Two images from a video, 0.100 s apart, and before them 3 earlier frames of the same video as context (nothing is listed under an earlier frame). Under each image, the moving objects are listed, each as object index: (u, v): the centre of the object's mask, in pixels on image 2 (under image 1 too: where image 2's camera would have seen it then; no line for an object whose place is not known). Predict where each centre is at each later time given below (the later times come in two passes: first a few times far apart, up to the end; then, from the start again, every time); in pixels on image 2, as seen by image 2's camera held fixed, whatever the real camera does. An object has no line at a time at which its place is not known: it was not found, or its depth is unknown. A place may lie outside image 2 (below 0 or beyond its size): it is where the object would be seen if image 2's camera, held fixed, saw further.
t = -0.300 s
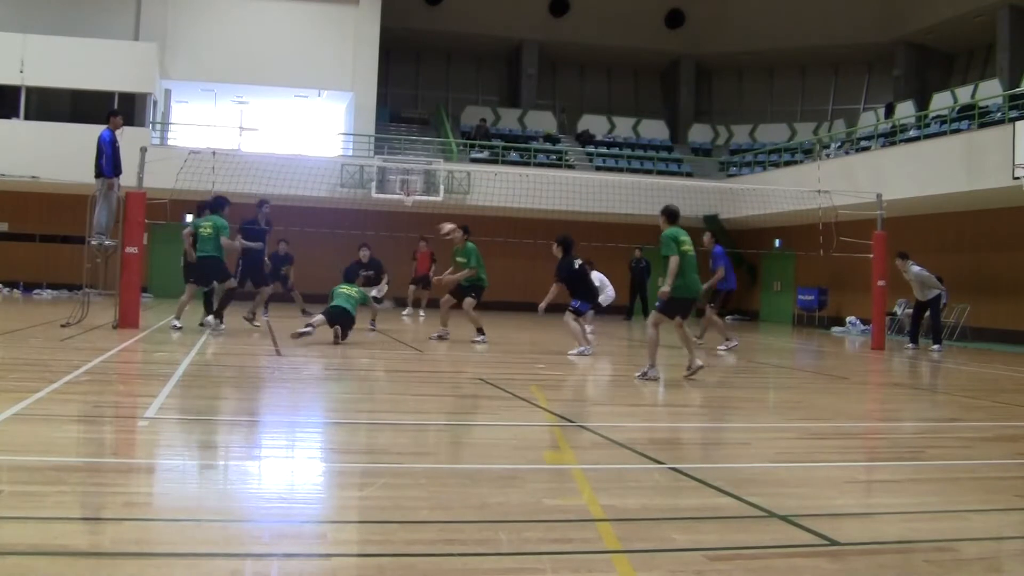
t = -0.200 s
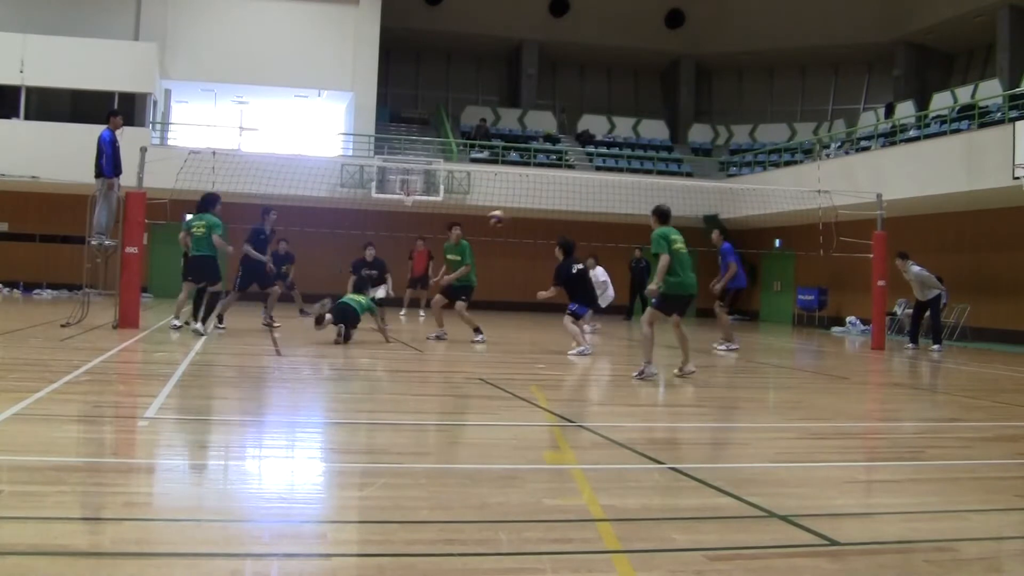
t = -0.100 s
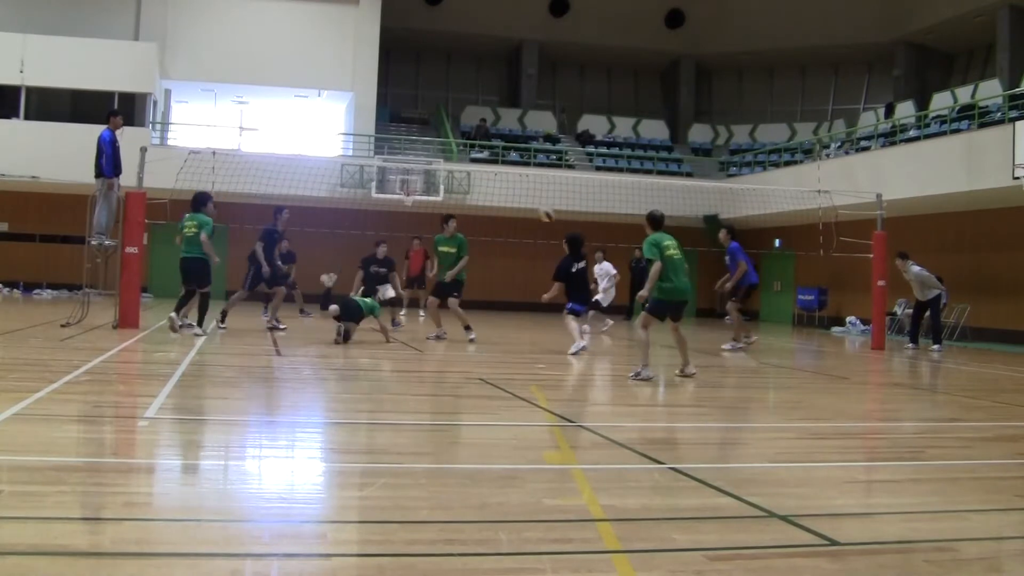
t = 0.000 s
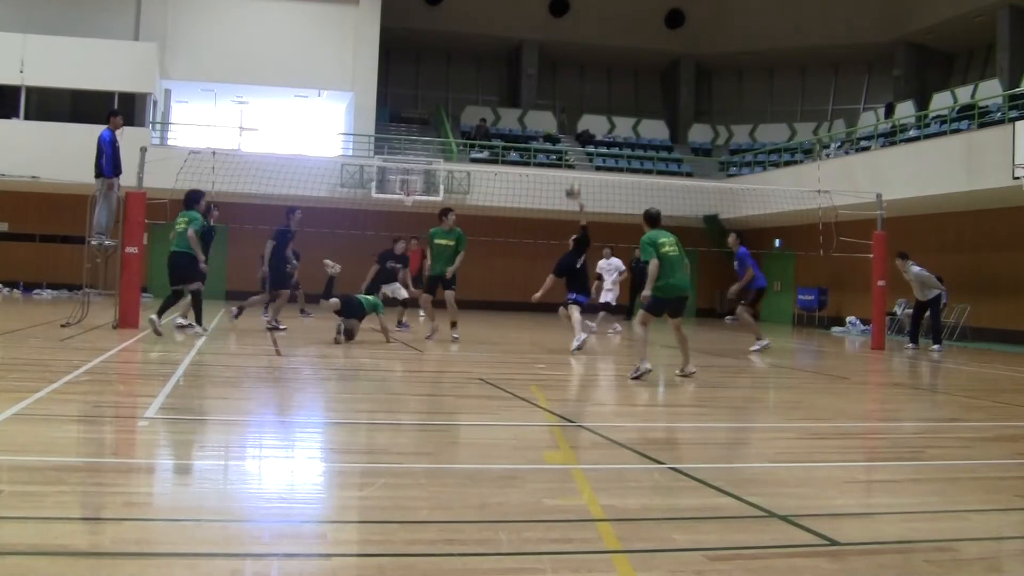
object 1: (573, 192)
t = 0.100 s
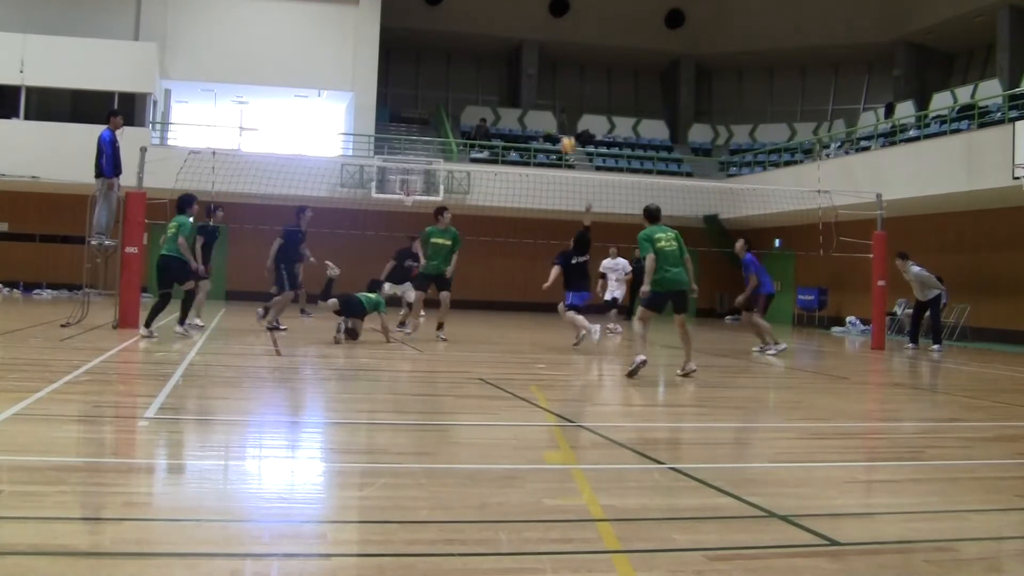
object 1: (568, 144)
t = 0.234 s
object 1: (561, 94)
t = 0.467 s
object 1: (547, 43)
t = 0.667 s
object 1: (534, 28)
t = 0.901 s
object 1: (517, 50)
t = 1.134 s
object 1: (498, 111)
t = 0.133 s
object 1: (566, 131)
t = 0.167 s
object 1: (564, 119)
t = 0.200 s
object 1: (562, 107)
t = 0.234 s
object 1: (561, 94)
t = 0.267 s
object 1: (559, 86)
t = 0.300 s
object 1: (557, 76)
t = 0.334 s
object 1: (555, 68)
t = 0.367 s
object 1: (553, 60)
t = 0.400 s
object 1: (551, 53)
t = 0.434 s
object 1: (549, 47)
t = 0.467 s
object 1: (547, 43)
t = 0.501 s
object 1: (545, 38)
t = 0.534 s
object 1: (543, 35)
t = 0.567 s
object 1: (541, 32)
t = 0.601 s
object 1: (539, 30)
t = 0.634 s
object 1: (537, 29)
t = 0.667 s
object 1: (534, 28)
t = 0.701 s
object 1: (531, 29)
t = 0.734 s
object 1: (530, 31)
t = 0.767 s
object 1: (527, 33)
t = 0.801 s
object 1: (525, 36)
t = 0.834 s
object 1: (522, 40)
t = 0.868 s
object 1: (520, 45)
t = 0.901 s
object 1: (517, 50)
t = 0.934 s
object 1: (514, 56)
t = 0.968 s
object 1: (512, 64)
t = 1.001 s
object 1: (509, 72)
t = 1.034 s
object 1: (507, 81)
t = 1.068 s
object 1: (504, 91)
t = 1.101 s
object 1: (501, 101)
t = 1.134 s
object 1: (498, 111)
